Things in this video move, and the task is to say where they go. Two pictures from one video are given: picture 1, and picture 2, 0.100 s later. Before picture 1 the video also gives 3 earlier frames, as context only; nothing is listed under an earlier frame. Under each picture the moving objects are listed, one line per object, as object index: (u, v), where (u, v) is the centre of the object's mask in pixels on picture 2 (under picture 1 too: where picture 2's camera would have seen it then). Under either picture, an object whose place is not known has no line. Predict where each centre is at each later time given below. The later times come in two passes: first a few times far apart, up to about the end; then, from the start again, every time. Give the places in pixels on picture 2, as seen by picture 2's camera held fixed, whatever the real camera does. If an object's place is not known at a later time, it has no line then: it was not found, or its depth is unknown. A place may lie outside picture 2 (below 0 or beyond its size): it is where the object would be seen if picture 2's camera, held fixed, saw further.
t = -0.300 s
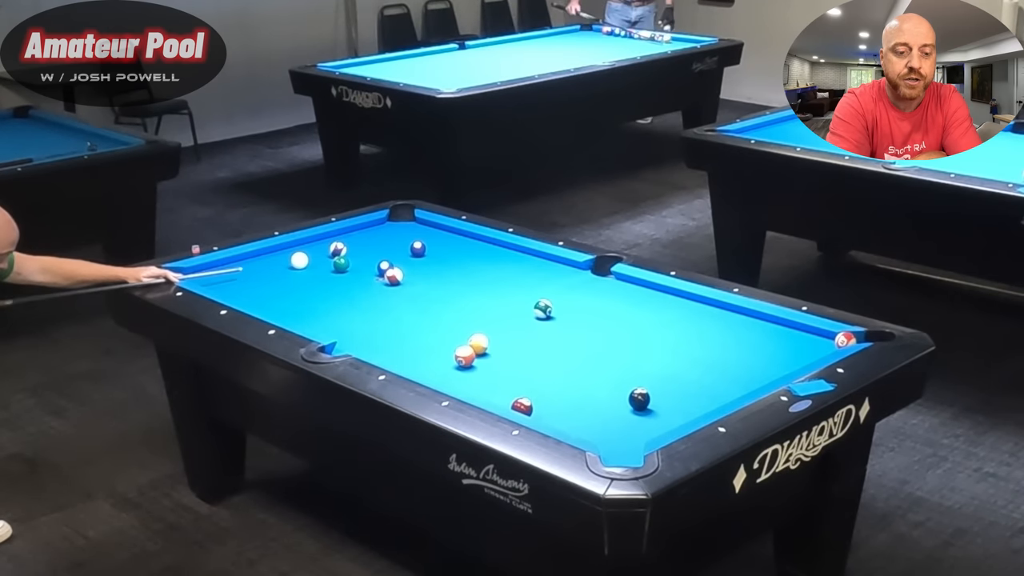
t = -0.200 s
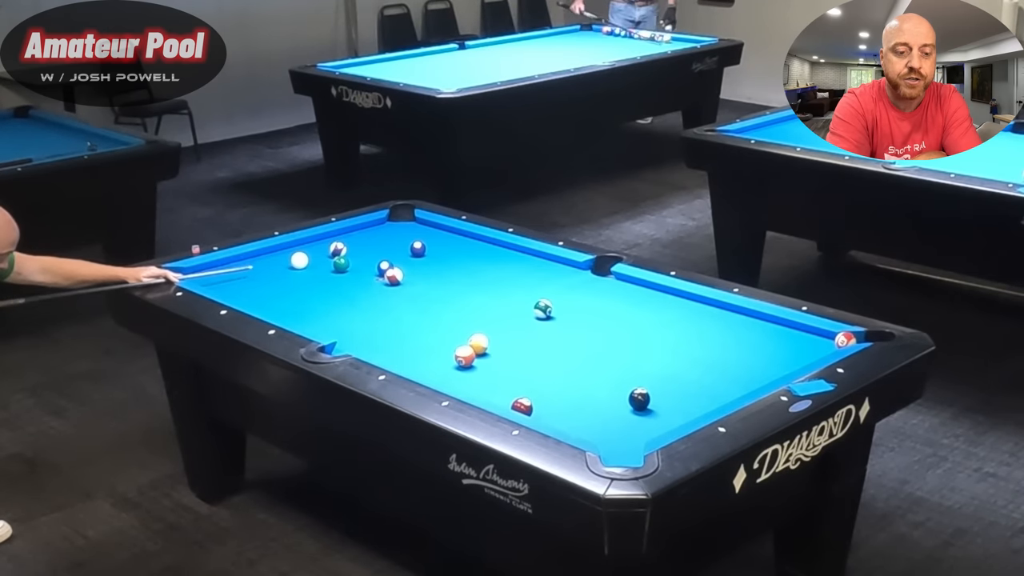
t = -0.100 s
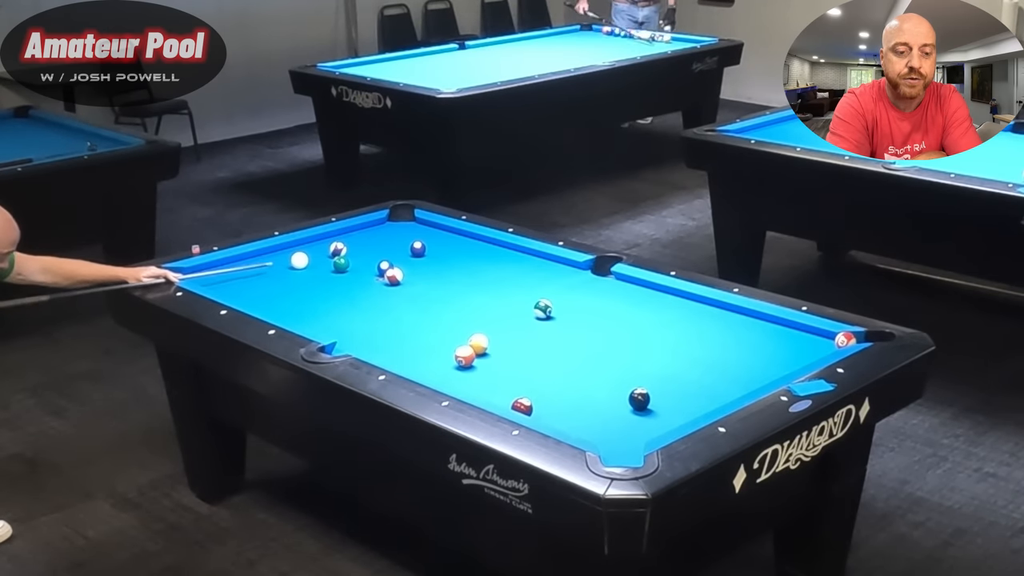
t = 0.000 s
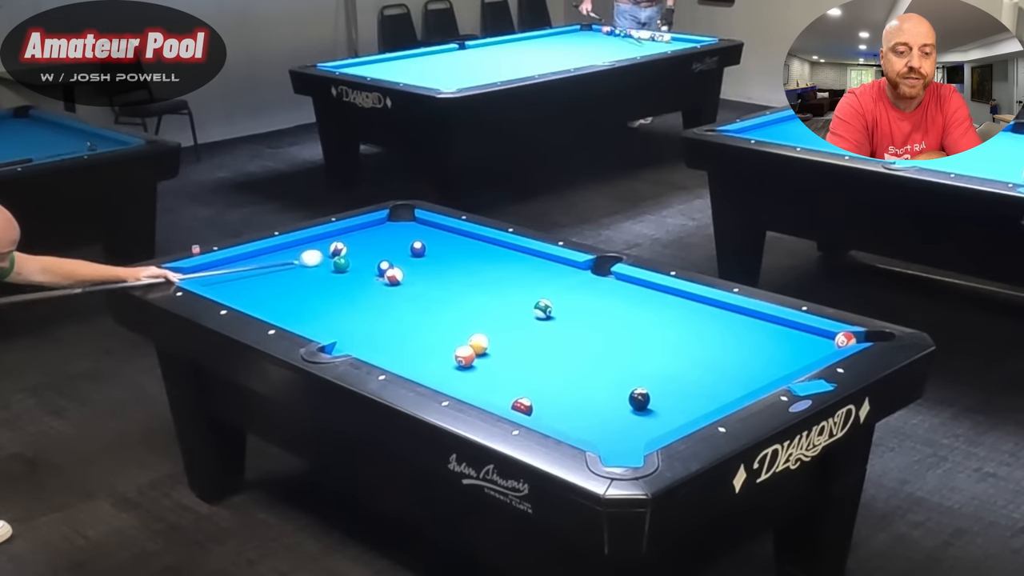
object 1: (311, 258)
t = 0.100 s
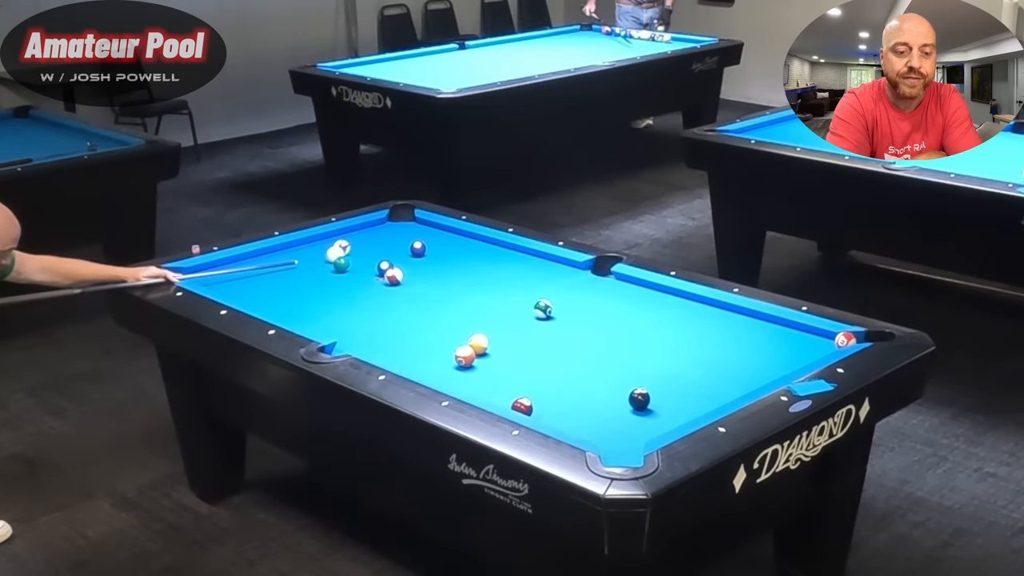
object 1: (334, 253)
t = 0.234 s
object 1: (355, 254)
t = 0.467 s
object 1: (387, 253)
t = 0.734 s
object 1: (423, 254)
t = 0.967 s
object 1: (451, 254)
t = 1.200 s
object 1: (478, 256)
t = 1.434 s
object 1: (503, 256)
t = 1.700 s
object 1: (531, 258)
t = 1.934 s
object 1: (550, 259)
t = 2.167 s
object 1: (552, 262)
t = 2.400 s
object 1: (554, 266)
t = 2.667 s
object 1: (555, 269)
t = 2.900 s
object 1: (556, 271)
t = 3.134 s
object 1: (557, 273)
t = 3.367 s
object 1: (558, 275)
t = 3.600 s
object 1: (558, 276)
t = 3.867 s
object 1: (558, 278)
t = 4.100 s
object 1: (558, 278)
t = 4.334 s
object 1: (558, 278)
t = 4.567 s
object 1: (558, 278)
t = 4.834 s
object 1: (558, 278)
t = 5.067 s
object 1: (558, 278)
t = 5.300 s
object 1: (558, 278)
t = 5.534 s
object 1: (558, 278)
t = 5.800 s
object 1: (558, 278)
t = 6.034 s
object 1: (558, 278)
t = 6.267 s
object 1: (558, 278)
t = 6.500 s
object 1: (558, 278)
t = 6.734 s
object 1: (558, 278)
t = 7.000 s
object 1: (558, 278)
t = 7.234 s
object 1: (558, 278)
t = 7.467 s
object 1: (558, 278)
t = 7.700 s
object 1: (558, 278)
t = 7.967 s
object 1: (558, 278)
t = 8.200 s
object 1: (558, 278)
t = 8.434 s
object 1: (558, 278)
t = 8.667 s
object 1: (558, 278)
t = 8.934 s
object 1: (558, 278)
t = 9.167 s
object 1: (558, 278)
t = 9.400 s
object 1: (558, 278)
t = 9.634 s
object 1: (558, 278)
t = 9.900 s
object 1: (558, 278)
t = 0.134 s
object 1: (339, 253)
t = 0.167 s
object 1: (346, 253)
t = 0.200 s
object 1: (350, 254)
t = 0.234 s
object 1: (355, 254)
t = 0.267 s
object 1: (359, 254)
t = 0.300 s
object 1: (364, 254)
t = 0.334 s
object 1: (369, 254)
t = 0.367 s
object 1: (373, 254)
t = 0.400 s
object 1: (378, 253)
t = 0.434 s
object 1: (383, 253)
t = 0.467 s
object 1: (387, 253)
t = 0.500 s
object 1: (392, 253)
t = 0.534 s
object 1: (397, 253)
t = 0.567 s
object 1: (401, 253)
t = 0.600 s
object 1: (405, 253)
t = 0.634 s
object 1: (410, 253)
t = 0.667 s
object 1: (414, 253)
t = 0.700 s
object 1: (419, 254)
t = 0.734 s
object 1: (423, 254)
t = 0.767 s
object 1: (427, 254)
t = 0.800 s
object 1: (431, 254)
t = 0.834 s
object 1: (435, 254)
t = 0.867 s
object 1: (439, 254)
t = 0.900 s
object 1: (443, 254)
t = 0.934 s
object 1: (447, 254)
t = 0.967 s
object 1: (451, 254)
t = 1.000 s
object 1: (455, 255)
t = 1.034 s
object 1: (458, 255)
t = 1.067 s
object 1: (462, 255)
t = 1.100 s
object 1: (466, 255)
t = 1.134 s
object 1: (470, 255)
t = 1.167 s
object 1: (474, 255)
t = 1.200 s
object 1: (478, 256)
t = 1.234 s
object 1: (481, 256)
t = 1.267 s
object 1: (485, 256)
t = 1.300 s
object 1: (489, 256)
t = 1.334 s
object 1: (493, 256)
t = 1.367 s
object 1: (496, 256)
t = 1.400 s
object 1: (500, 256)
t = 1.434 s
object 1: (503, 256)
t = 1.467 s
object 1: (507, 257)
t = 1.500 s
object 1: (510, 257)
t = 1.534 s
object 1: (514, 257)
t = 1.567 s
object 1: (518, 257)
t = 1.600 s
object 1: (521, 257)
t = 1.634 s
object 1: (524, 257)
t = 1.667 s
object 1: (528, 257)
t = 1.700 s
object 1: (531, 258)
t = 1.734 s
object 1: (535, 258)
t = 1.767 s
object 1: (538, 258)
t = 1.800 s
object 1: (542, 257)
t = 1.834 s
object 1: (545, 258)
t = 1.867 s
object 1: (548, 258)
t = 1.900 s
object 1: (550, 258)
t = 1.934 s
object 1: (550, 259)
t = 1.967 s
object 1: (550, 259)
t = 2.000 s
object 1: (551, 260)
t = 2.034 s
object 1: (551, 260)
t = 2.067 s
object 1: (551, 261)
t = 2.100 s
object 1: (551, 261)
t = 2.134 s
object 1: (552, 262)
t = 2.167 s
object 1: (552, 262)
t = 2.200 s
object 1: (552, 263)
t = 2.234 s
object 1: (552, 263)
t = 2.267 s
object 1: (553, 264)
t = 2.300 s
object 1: (553, 264)
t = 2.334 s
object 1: (553, 265)
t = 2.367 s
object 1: (553, 265)
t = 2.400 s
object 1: (554, 266)
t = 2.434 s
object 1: (554, 266)
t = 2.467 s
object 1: (554, 266)
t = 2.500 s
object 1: (554, 267)
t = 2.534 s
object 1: (555, 267)
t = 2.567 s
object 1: (555, 268)
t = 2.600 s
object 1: (555, 268)
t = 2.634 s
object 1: (555, 268)
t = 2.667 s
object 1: (555, 269)
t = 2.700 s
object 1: (556, 269)
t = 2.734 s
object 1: (556, 270)
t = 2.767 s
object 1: (556, 270)
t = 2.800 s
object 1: (556, 270)
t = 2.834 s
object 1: (556, 271)
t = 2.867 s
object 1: (556, 271)
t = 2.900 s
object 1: (556, 271)
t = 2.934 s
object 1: (556, 272)
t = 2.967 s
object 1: (556, 272)
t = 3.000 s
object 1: (557, 272)
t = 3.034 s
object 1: (557, 273)
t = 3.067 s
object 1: (557, 273)
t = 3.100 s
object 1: (557, 273)
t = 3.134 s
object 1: (557, 273)
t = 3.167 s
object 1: (557, 274)
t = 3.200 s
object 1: (557, 274)
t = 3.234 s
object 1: (557, 274)
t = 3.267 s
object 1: (558, 274)
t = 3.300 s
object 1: (558, 275)
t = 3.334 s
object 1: (558, 275)
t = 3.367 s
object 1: (558, 275)
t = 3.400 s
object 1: (558, 275)
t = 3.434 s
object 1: (558, 276)
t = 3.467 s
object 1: (558, 276)
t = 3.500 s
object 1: (558, 276)
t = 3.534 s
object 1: (558, 276)
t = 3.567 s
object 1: (558, 276)
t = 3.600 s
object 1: (558, 276)
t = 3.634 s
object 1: (558, 277)
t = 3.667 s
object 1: (558, 277)
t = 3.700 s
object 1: (558, 277)
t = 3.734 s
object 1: (558, 277)
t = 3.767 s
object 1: (558, 277)
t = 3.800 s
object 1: (558, 277)
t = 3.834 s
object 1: (558, 277)
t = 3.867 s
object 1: (558, 278)
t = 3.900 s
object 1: (558, 278)
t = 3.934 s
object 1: (558, 278)
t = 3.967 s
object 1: (558, 278)
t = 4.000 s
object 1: (558, 278)
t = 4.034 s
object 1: (558, 278)
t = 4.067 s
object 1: (558, 278)
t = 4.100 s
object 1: (558, 278)
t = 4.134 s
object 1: (558, 278)
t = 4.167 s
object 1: (558, 278)
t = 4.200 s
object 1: (558, 278)
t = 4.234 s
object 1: (558, 278)
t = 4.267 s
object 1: (558, 278)
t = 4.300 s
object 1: (558, 278)
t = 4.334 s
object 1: (558, 278)
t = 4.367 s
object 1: (558, 278)
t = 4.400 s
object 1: (558, 278)
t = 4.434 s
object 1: (558, 278)
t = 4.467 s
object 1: (558, 278)
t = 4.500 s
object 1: (558, 278)
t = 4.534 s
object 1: (558, 278)
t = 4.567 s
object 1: (558, 278)
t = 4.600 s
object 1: (558, 278)
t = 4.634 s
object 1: (558, 278)
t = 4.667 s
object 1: (558, 278)
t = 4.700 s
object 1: (558, 278)
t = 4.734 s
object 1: (558, 278)
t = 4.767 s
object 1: (558, 278)
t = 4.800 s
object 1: (558, 278)
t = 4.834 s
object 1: (558, 278)
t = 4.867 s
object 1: (558, 278)
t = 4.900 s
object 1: (558, 278)
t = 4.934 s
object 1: (558, 278)
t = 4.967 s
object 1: (558, 278)
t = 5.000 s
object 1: (558, 278)
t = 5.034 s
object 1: (558, 278)
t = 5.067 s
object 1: (558, 278)
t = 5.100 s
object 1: (558, 278)
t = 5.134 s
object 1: (558, 278)
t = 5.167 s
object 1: (558, 278)
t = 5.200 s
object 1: (558, 278)
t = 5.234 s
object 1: (558, 278)
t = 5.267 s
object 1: (558, 278)
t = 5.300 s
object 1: (558, 278)
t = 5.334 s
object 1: (558, 278)
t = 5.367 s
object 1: (558, 278)
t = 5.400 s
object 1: (558, 278)
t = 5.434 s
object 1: (558, 278)
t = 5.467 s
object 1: (558, 278)
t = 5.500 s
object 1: (558, 278)
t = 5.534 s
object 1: (558, 278)
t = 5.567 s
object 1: (558, 278)
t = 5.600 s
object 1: (558, 278)
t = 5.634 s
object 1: (558, 278)
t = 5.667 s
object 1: (558, 278)
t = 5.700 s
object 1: (558, 278)
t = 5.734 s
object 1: (558, 278)
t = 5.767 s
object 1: (558, 278)
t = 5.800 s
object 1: (558, 278)
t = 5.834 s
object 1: (558, 278)
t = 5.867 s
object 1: (558, 278)
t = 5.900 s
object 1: (558, 278)
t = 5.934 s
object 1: (558, 278)
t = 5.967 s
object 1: (558, 278)
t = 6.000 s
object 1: (558, 278)
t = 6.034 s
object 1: (558, 278)
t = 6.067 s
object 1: (558, 278)
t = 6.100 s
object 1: (558, 278)
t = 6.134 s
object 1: (558, 278)
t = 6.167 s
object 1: (558, 278)
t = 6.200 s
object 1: (558, 278)
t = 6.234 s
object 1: (558, 278)
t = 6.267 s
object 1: (558, 278)
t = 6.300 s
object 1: (558, 278)
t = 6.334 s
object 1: (558, 278)
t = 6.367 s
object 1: (558, 278)
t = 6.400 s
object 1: (558, 278)
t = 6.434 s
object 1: (558, 278)
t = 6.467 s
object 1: (558, 278)
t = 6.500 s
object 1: (558, 278)
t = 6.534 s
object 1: (558, 278)
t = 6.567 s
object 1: (558, 278)
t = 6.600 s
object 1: (558, 278)
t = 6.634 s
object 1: (558, 278)
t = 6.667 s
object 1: (558, 278)
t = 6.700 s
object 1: (558, 278)
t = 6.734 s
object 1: (558, 278)
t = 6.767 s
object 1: (558, 278)
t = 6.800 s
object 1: (558, 278)
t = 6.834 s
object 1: (558, 278)
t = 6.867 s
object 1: (558, 278)
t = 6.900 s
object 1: (558, 278)
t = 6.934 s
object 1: (558, 278)
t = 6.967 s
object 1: (558, 278)
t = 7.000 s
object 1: (558, 278)
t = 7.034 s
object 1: (558, 278)
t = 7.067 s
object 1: (558, 278)
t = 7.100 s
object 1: (558, 278)
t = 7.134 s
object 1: (558, 278)
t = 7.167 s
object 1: (558, 278)
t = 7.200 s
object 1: (558, 278)
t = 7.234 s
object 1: (558, 278)
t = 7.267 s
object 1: (558, 278)
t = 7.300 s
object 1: (558, 278)
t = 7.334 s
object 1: (558, 278)
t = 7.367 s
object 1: (558, 278)
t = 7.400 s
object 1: (558, 278)
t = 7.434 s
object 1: (558, 278)
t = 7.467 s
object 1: (558, 278)
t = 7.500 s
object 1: (558, 278)
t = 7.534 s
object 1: (558, 278)
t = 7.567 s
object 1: (558, 278)
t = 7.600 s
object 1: (558, 278)
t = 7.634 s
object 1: (558, 278)
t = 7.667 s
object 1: (558, 278)
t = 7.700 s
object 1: (558, 278)
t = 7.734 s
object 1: (558, 278)
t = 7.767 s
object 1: (558, 278)
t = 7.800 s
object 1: (558, 278)
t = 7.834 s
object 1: (558, 278)
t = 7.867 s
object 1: (558, 278)
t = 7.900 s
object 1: (558, 278)
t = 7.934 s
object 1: (558, 278)
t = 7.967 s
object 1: (558, 278)
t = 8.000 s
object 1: (558, 278)
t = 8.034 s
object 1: (558, 278)
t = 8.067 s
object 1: (558, 278)
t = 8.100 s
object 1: (558, 278)
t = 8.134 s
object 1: (558, 278)
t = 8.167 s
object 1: (558, 278)
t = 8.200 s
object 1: (558, 278)
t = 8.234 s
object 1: (558, 278)
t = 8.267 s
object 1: (558, 278)
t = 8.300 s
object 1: (558, 278)
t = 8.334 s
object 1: (558, 278)
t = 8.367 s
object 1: (558, 278)
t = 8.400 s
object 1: (558, 278)
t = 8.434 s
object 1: (558, 278)
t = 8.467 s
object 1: (558, 278)
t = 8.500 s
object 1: (558, 278)
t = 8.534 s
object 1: (558, 278)
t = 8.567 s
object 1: (558, 278)
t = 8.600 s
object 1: (558, 278)
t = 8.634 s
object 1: (558, 278)
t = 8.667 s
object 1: (558, 278)
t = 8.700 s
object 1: (558, 278)
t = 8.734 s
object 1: (558, 278)
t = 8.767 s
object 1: (558, 278)
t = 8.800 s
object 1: (558, 278)
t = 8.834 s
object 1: (558, 278)
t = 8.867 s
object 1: (558, 278)
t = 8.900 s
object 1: (558, 278)
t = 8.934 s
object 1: (558, 278)
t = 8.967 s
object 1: (558, 278)
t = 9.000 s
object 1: (558, 278)
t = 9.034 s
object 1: (558, 278)
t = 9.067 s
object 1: (558, 278)
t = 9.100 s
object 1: (558, 278)
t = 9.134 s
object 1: (558, 278)
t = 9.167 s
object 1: (558, 278)
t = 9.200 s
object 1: (558, 278)
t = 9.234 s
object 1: (558, 278)
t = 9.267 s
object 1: (558, 278)
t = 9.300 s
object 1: (558, 278)
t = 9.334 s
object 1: (558, 278)
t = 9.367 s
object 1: (558, 278)
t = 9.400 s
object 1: (558, 278)
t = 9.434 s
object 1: (558, 278)
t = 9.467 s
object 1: (558, 278)
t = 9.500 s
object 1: (558, 278)
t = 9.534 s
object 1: (558, 278)
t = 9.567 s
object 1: (558, 278)
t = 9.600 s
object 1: (558, 278)
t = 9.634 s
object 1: (558, 278)
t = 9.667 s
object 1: (558, 278)
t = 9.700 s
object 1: (558, 278)
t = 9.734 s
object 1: (558, 278)
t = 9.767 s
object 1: (558, 278)
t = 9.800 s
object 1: (558, 278)
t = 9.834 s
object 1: (558, 278)
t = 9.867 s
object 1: (558, 278)
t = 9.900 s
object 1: (558, 278)
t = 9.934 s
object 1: (558, 278)
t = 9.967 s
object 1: (558, 278)
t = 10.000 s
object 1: (558, 278)
